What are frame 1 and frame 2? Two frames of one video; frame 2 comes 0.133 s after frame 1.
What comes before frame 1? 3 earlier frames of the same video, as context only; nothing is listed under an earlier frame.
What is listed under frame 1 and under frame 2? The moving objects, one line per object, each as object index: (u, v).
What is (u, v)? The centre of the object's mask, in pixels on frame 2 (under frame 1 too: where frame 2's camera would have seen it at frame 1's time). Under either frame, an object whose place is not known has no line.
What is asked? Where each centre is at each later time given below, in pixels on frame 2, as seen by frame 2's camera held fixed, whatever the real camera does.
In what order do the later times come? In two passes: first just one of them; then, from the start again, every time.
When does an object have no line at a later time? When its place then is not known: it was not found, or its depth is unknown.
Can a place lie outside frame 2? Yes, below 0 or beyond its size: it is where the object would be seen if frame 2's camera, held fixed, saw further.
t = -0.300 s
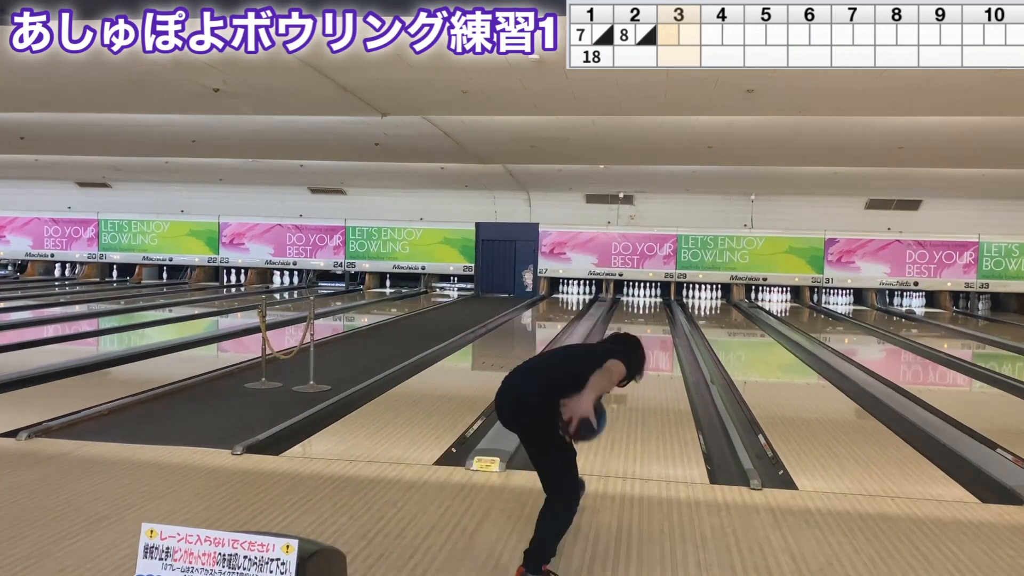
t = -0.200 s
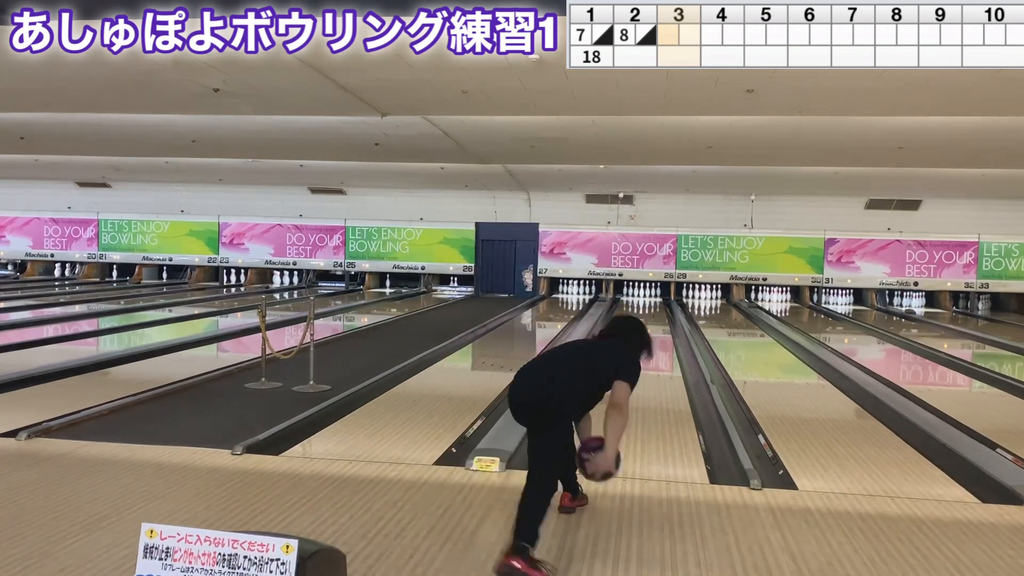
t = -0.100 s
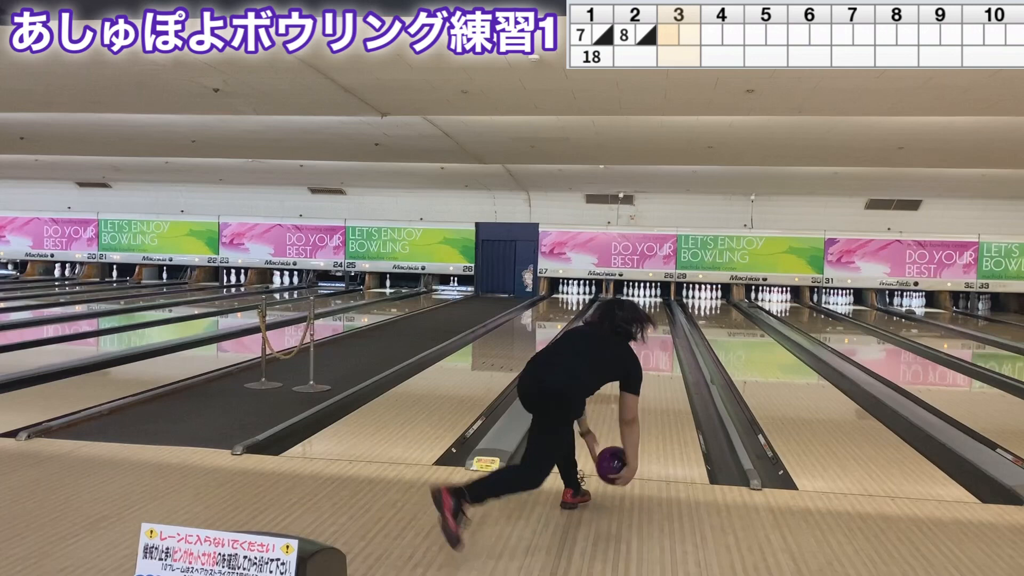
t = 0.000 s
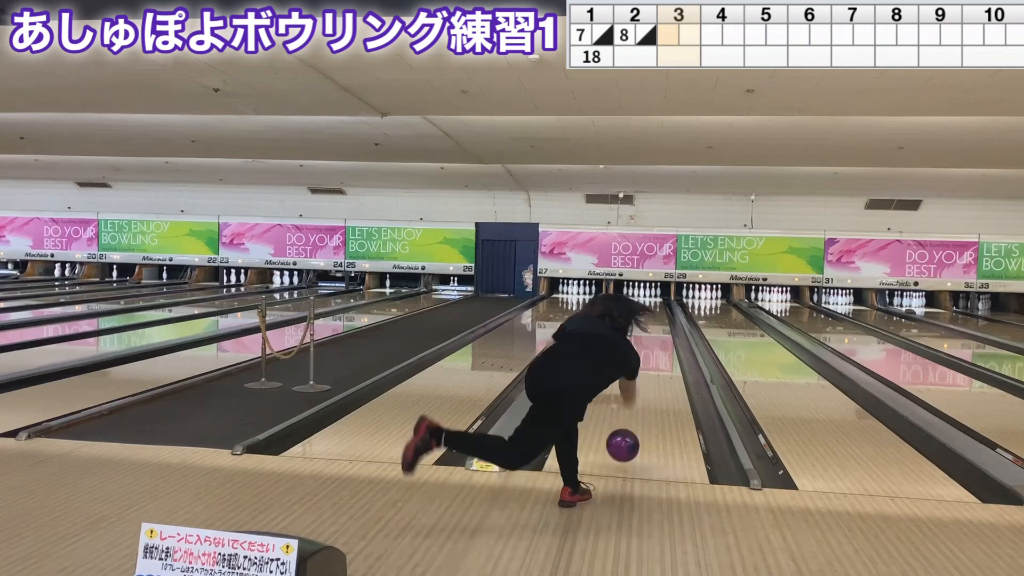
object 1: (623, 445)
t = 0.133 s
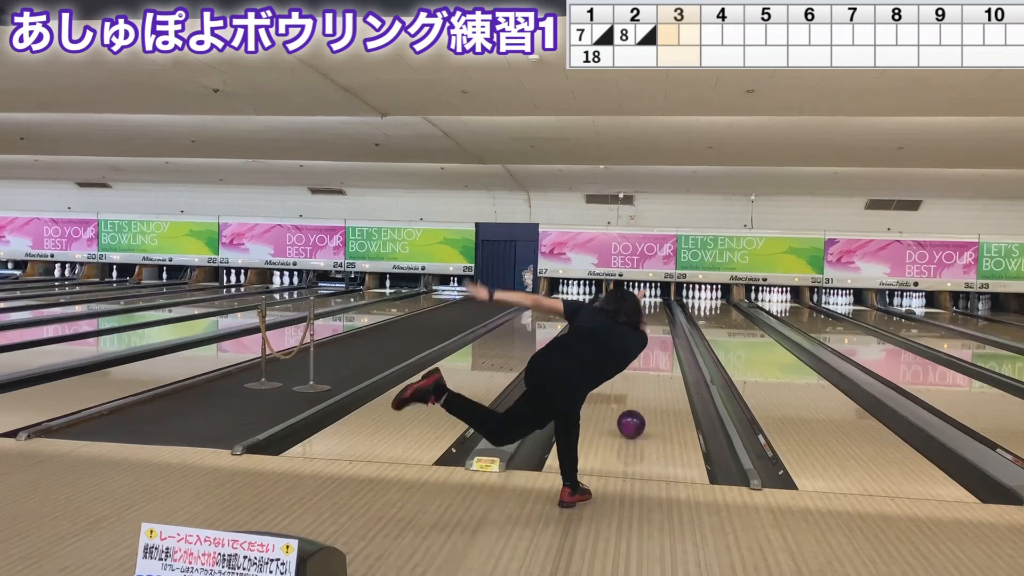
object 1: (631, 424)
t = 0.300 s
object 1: (639, 396)
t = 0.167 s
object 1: (633, 417)
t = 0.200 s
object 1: (634, 412)
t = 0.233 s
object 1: (636, 406)
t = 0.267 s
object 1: (637, 401)
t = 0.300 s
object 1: (639, 396)
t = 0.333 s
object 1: (640, 391)
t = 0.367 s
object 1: (641, 387)
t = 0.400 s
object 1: (642, 383)
